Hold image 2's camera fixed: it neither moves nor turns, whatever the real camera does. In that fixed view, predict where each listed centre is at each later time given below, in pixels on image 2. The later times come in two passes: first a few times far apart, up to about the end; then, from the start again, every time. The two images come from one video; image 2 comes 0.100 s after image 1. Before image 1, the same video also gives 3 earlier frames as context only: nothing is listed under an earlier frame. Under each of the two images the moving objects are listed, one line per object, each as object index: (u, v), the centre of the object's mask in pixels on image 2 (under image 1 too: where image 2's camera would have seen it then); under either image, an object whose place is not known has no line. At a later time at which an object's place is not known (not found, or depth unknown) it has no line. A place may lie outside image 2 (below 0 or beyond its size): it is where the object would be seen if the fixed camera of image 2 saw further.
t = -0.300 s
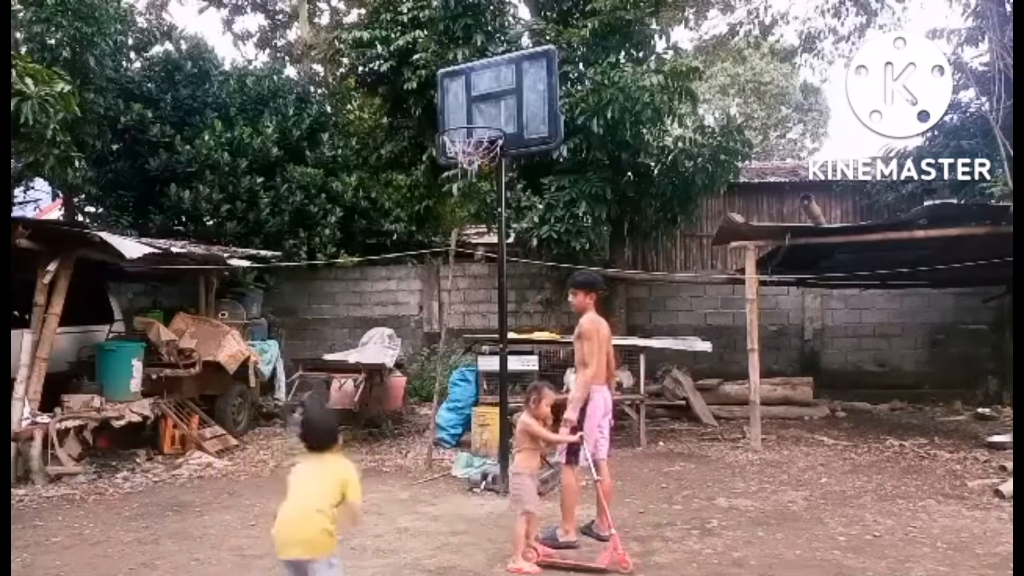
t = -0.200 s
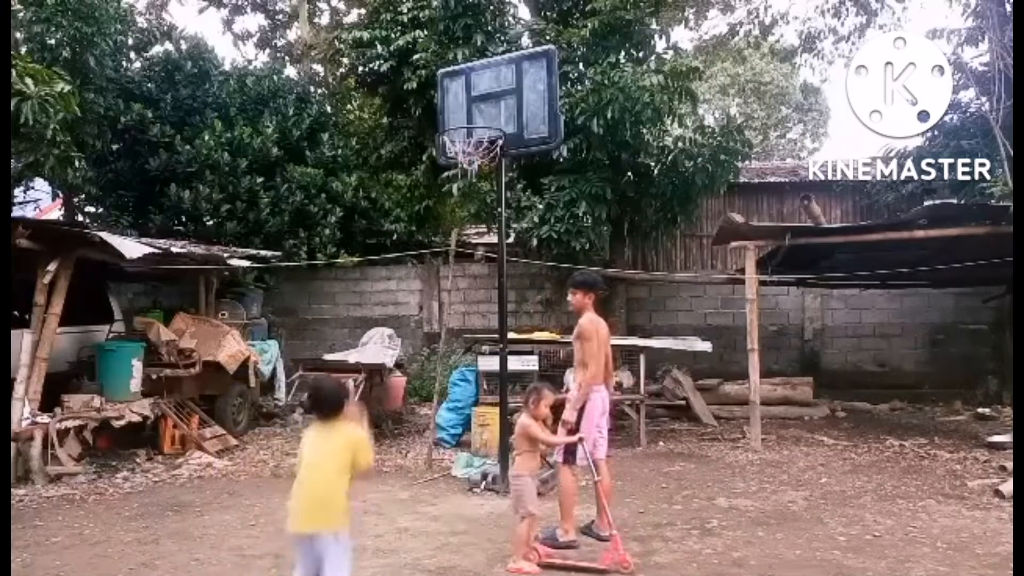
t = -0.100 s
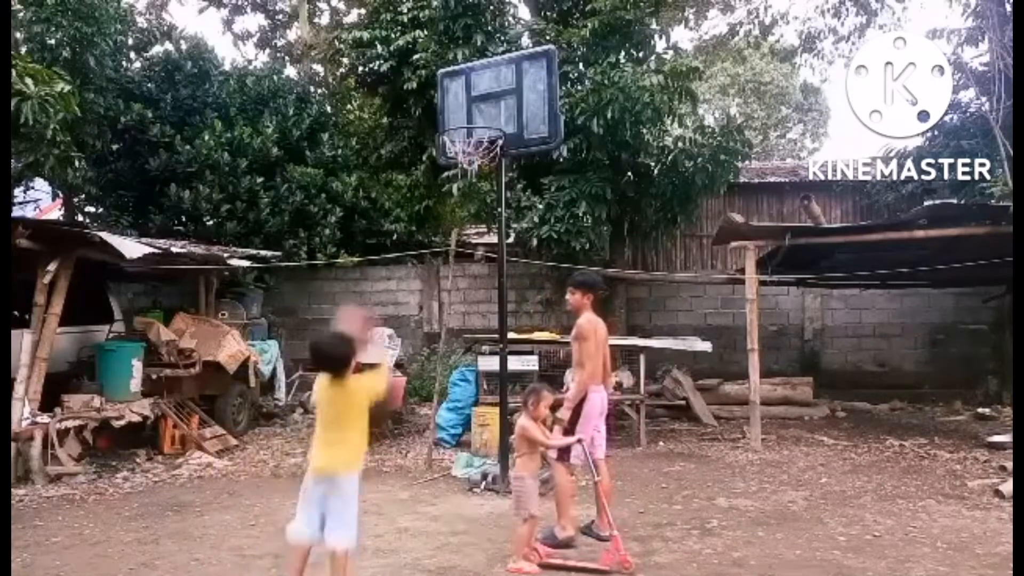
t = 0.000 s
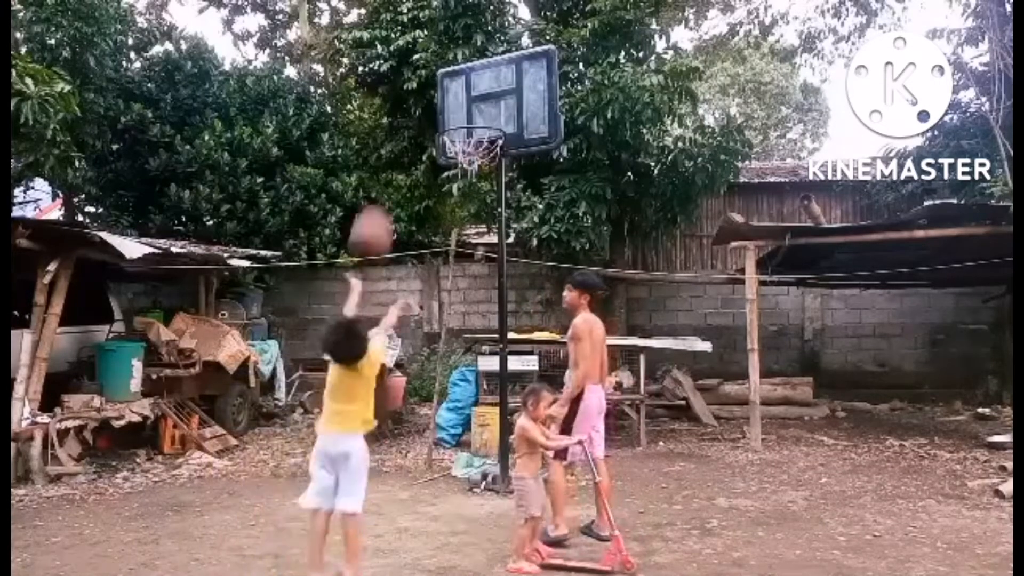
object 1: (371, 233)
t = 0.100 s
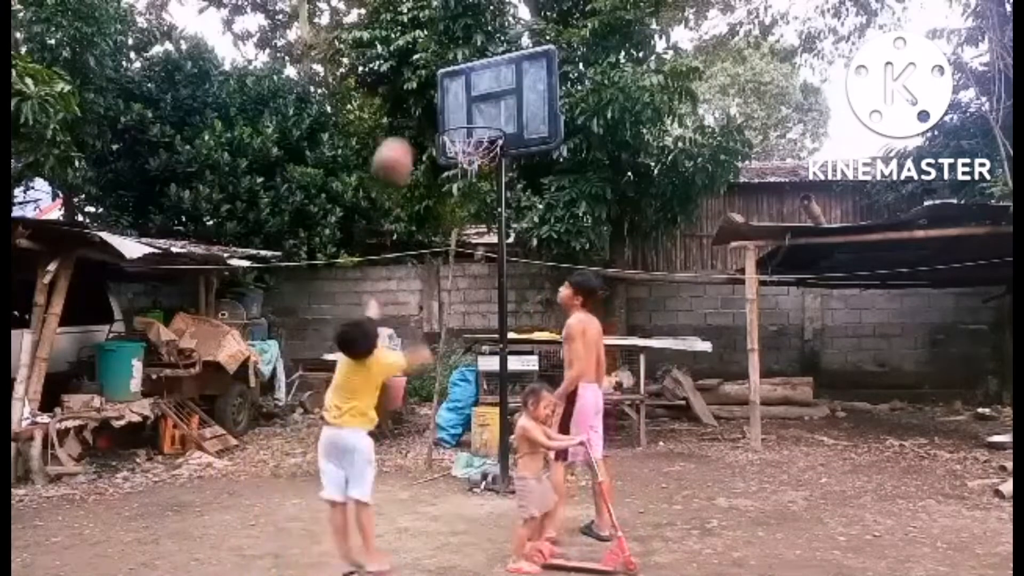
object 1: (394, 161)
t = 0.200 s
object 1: (412, 115)
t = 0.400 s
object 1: (443, 82)
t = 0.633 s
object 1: (466, 110)
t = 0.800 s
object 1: (458, 125)
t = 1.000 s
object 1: (484, 135)
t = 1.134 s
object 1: (497, 158)
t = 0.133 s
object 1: (400, 145)
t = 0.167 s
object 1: (406, 129)
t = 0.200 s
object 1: (412, 115)
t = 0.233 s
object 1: (418, 104)
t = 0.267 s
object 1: (423, 95)
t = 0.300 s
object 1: (429, 90)
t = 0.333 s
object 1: (433, 85)
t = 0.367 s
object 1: (438, 83)
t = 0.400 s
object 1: (443, 82)
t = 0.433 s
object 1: (448, 82)
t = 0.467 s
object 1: (451, 83)
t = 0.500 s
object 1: (457, 87)
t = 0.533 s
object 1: (461, 92)
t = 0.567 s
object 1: (465, 98)
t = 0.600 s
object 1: (470, 107)
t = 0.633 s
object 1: (466, 110)
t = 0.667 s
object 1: (463, 113)
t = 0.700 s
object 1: (459, 118)
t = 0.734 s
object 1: (457, 126)
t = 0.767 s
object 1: (458, 123)
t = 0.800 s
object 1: (458, 125)
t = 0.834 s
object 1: (459, 126)
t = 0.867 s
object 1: (462, 126)
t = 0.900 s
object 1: (469, 128)
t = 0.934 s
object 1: (474, 131)
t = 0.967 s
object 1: (478, 133)
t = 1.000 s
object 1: (484, 135)
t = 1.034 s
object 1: (487, 140)
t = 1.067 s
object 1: (489, 143)
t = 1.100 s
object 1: (494, 148)
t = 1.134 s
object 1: (497, 158)
